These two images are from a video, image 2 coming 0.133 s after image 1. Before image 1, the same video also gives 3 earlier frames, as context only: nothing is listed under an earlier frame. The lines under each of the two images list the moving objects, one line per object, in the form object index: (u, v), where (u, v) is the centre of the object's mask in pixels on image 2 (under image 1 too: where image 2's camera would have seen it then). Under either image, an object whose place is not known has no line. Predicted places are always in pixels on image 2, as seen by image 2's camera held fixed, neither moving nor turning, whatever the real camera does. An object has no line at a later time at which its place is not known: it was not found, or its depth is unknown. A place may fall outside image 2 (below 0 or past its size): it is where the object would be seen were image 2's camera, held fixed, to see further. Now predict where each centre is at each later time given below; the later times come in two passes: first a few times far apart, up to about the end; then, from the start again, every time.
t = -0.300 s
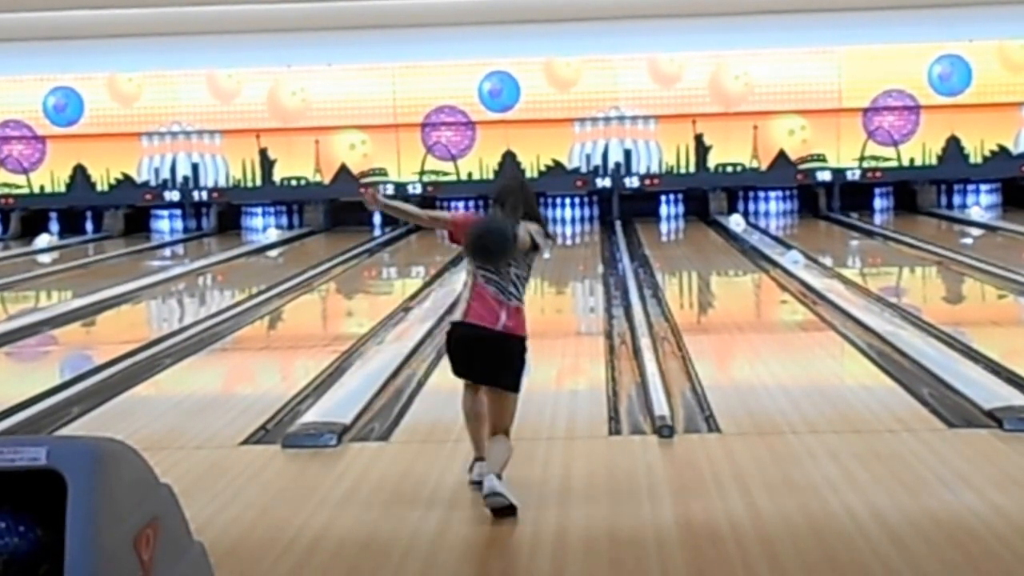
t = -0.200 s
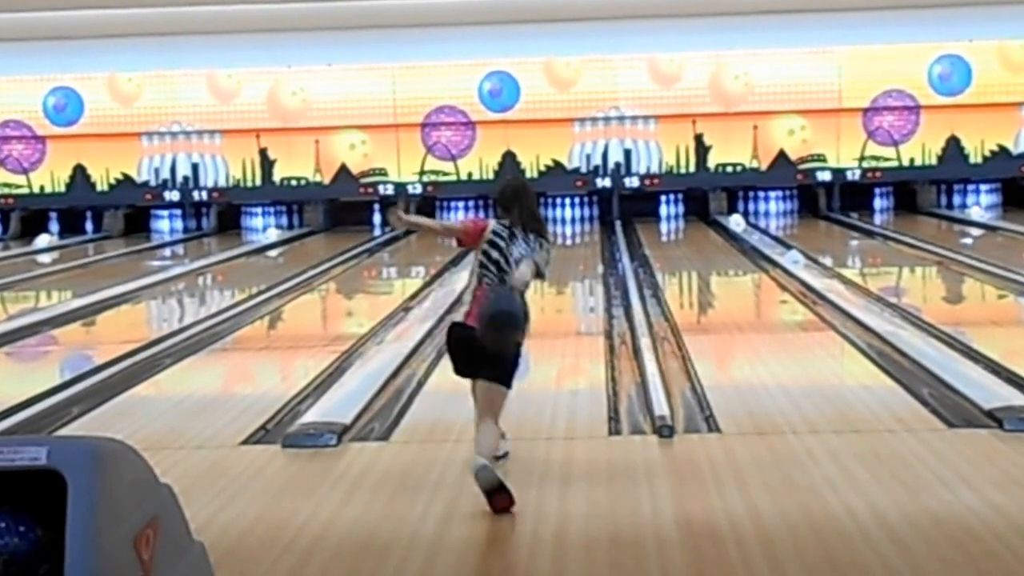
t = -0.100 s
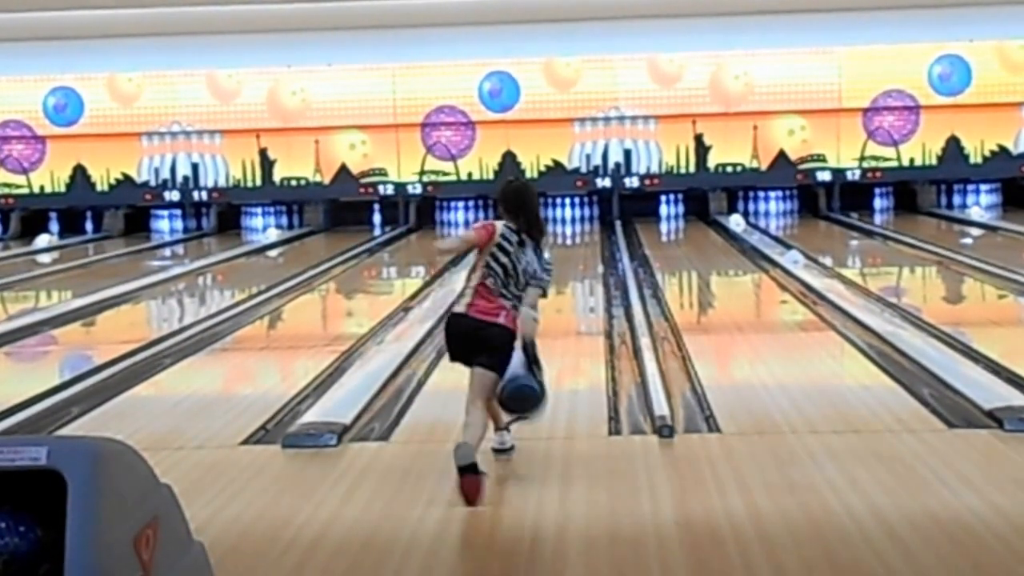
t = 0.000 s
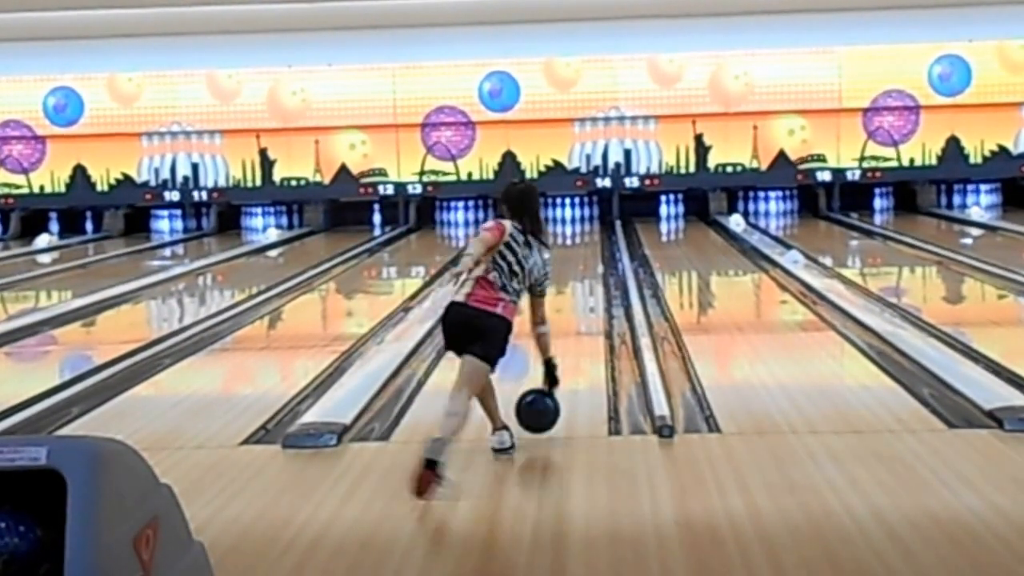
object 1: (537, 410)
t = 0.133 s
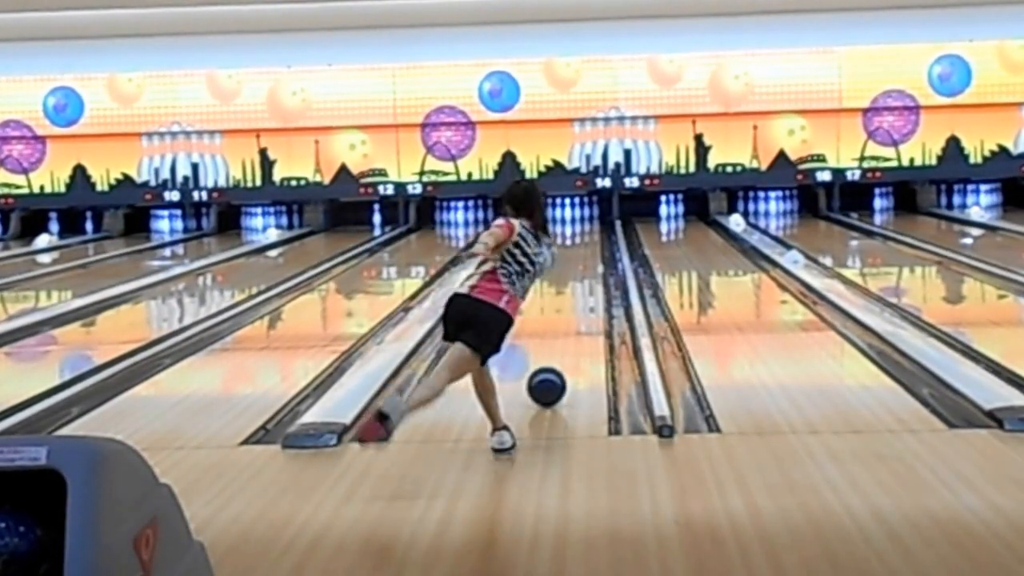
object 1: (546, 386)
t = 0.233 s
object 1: (552, 365)
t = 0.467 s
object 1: (561, 328)
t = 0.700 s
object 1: (567, 301)
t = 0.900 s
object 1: (571, 284)
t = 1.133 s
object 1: (574, 268)
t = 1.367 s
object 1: (576, 254)
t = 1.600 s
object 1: (578, 243)
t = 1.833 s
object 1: (579, 235)
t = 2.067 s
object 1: (579, 228)
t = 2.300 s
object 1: (578, 221)
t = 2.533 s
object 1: (576, 218)
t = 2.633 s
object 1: (573, 218)
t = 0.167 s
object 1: (549, 379)
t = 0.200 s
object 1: (550, 372)
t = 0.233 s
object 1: (552, 365)
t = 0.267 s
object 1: (553, 359)
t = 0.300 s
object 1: (555, 353)
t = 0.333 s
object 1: (556, 347)
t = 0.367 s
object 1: (558, 342)
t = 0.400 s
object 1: (559, 337)
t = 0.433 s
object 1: (560, 333)
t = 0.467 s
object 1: (561, 328)
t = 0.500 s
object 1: (562, 324)
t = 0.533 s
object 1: (563, 320)
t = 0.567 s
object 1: (564, 316)
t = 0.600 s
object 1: (565, 312)
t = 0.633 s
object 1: (565, 308)
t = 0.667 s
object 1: (566, 305)
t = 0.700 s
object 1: (567, 301)
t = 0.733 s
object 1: (568, 299)
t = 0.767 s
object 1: (568, 295)
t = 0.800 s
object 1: (569, 293)
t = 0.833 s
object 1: (570, 290)
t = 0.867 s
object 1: (570, 287)
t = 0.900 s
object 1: (571, 284)
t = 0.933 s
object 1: (571, 282)
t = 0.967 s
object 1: (572, 279)
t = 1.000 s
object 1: (572, 277)
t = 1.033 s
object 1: (573, 274)
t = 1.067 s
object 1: (573, 272)
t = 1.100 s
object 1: (574, 270)
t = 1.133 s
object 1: (574, 268)
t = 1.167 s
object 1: (574, 266)
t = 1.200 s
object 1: (575, 264)
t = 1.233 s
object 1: (575, 261)
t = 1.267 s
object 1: (576, 260)
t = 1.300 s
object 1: (575, 258)
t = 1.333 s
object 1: (576, 256)
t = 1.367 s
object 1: (576, 254)
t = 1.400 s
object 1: (576, 252)
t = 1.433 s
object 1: (577, 251)
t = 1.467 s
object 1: (577, 249)
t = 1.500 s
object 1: (577, 248)
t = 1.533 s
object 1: (577, 246)
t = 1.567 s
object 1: (577, 244)
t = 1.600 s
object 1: (578, 243)
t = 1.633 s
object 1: (577, 242)
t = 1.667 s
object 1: (578, 241)
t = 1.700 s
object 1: (578, 239)
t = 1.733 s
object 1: (578, 238)
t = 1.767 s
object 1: (579, 237)
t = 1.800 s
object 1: (579, 236)
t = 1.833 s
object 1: (579, 235)
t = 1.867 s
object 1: (579, 234)
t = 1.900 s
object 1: (579, 233)
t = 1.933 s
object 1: (579, 232)
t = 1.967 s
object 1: (579, 231)
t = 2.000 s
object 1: (579, 229)
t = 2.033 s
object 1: (578, 228)
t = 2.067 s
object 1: (579, 228)
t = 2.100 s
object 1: (579, 227)
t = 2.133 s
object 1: (578, 226)
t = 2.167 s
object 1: (578, 225)
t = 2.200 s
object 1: (578, 224)
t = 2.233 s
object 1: (578, 223)
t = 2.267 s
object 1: (578, 222)
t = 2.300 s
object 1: (578, 221)
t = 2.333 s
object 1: (577, 221)
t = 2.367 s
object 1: (577, 220)
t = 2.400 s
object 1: (577, 220)
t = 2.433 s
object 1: (577, 219)
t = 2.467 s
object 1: (577, 219)
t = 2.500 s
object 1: (577, 219)
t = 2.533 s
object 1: (576, 218)
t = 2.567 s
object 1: (576, 218)
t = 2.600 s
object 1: (575, 218)
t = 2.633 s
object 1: (573, 218)
